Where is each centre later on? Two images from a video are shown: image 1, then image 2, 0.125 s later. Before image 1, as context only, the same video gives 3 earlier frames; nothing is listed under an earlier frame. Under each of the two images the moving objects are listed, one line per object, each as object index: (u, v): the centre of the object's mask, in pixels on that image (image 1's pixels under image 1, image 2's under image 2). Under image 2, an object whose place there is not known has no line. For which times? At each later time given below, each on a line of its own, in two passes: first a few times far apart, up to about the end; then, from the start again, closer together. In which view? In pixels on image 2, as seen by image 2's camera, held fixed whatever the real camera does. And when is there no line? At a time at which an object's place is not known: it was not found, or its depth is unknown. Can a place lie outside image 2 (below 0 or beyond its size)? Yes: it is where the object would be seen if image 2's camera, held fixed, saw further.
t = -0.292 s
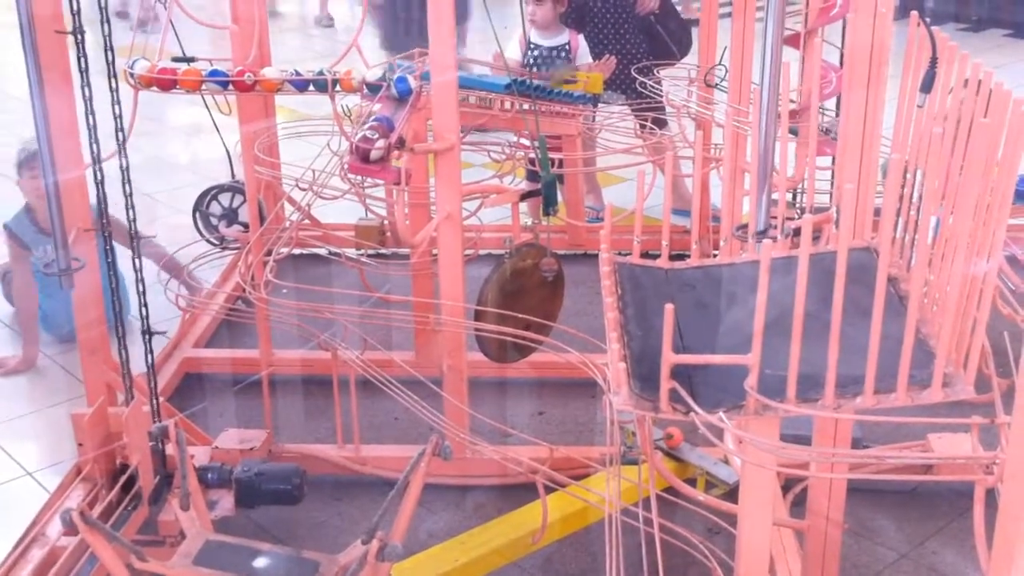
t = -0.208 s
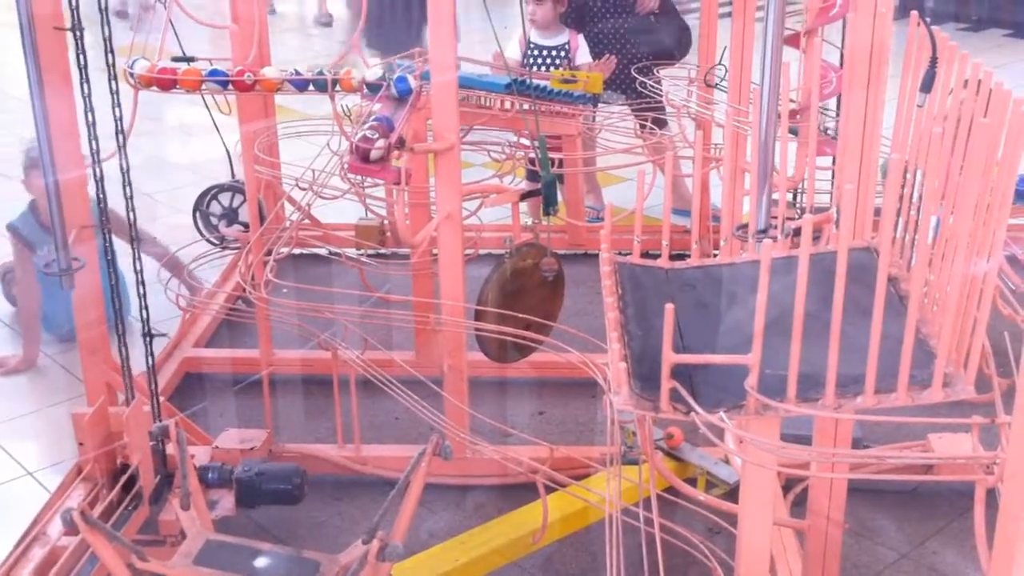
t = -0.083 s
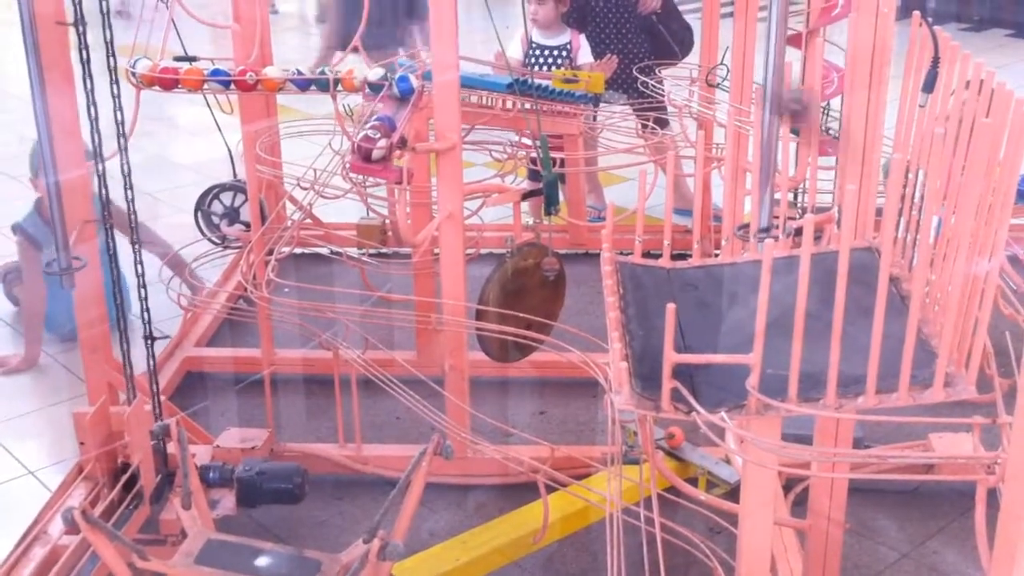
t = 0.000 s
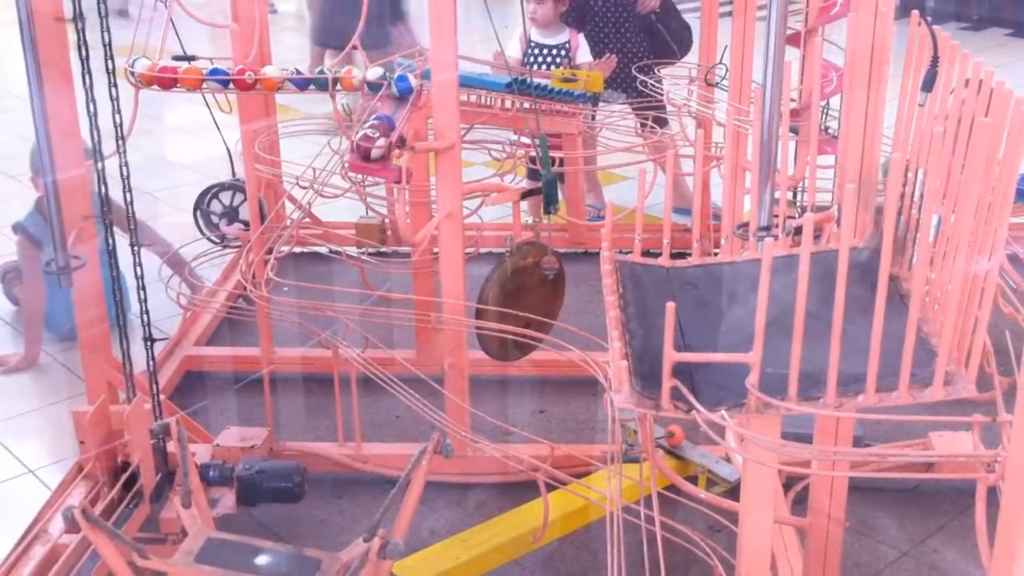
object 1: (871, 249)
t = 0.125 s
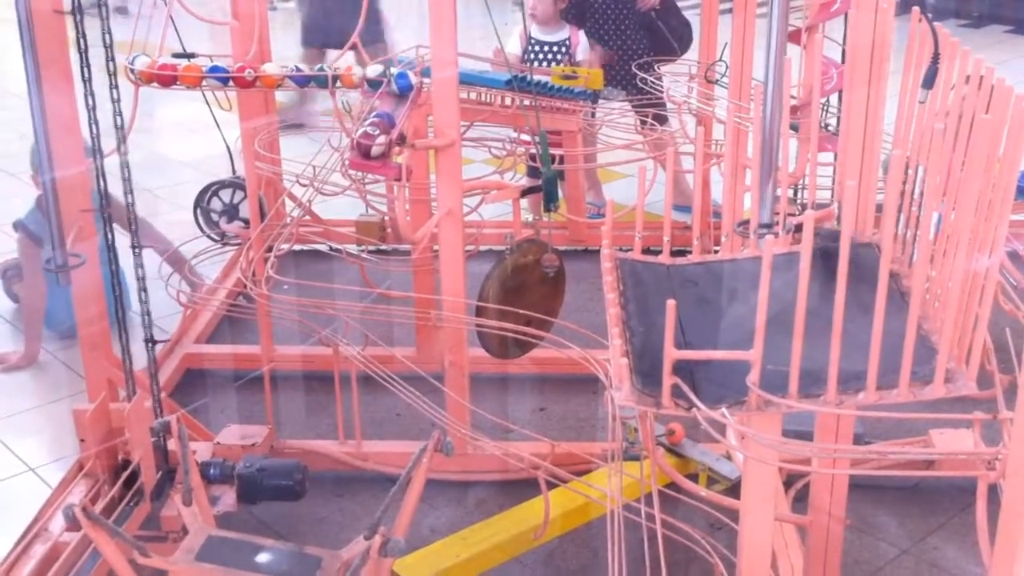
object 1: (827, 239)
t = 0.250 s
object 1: (777, 242)
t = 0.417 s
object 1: (690, 246)
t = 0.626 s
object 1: (639, 252)
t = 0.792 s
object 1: (659, 267)
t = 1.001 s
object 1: (716, 295)
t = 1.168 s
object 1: (765, 328)
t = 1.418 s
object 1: (809, 363)
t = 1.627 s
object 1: (821, 360)
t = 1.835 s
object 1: (814, 363)
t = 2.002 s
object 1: (791, 364)
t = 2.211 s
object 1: (768, 370)
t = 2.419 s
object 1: (727, 379)
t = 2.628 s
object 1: (699, 381)
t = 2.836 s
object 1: (710, 379)
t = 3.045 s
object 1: (716, 388)
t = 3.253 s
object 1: (730, 400)
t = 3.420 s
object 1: (745, 415)
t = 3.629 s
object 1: (787, 432)
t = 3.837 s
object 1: (847, 437)
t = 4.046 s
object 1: (907, 439)
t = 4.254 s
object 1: (973, 438)
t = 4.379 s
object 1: (997, 431)
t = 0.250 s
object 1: (777, 242)
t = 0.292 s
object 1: (749, 241)
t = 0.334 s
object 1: (732, 241)
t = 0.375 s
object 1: (710, 247)
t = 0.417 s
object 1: (690, 246)
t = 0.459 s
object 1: (668, 246)
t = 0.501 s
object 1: (646, 246)
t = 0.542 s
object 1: (634, 245)
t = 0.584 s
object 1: (638, 249)
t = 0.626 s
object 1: (639, 252)
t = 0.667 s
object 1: (642, 255)
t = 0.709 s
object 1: (646, 258)
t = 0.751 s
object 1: (652, 263)
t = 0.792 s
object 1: (659, 267)
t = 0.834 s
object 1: (669, 273)
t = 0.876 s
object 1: (678, 277)
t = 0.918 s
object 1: (690, 282)
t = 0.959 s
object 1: (702, 287)
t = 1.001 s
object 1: (716, 295)
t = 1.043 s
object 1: (727, 303)
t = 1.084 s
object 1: (736, 308)
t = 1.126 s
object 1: (740, 317)
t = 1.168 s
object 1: (765, 328)
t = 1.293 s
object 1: (788, 359)
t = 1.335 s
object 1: (791, 363)
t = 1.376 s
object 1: (806, 364)
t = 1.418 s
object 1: (809, 363)
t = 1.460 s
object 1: (814, 363)
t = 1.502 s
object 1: (815, 362)
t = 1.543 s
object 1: (816, 360)
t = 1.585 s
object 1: (816, 360)
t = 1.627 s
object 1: (821, 360)
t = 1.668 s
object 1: (821, 360)
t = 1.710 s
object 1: (820, 360)
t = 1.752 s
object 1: (815, 361)
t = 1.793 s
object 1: (815, 361)
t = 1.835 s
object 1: (814, 363)
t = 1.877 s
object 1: (808, 364)
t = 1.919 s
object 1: (804, 364)
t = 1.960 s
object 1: (801, 363)
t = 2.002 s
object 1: (791, 364)
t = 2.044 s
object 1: (787, 365)
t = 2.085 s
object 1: (777, 367)
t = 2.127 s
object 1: (776, 369)
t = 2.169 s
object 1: (775, 370)
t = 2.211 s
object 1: (768, 370)
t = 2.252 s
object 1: (761, 368)
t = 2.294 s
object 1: (751, 369)
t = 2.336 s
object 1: (742, 368)
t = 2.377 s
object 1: (733, 371)
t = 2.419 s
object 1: (727, 379)
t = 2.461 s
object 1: (721, 379)
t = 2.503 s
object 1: (712, 379)
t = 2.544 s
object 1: (706, 379)
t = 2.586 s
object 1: (702, 379)
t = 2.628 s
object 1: (699, 381)
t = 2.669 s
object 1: (705, 378)
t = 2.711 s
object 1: (706, 379)
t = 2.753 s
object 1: (707, 379)
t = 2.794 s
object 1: (709, 379)
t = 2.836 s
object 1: (710, 379)
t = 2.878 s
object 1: (711, 379)
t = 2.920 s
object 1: (716, 382)
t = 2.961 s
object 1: (717, 384)
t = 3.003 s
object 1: (717, 386)
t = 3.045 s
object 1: (716, 388)
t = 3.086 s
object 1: (719, 390)
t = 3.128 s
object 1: (720, 390)
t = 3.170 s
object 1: (721, 391)
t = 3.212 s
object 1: (727, 398)
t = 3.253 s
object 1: (730, 400)
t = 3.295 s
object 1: (733, 402)
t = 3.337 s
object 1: (740, 405)
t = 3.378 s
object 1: (740, 412)
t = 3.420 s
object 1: (745, 415)
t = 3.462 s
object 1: (750, 419)
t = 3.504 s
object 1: (759, 423)
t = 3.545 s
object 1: (767, 426)
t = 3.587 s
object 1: (774, 429)
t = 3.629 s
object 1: (787, 432)
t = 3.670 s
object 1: (797, 434)
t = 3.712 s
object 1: (808, 435)
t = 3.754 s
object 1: (816, 434)
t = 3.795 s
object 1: (830, 437)
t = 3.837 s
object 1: (847, 437)
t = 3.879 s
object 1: (857, 437)
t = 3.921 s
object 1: (868, 438)
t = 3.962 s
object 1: (880, 438)
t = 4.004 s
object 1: (895, 437)
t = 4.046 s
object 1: (907, 439)
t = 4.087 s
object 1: (919, 439)
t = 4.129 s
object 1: (932, 439)
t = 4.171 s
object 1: (946, 437)
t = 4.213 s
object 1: (961, 439)
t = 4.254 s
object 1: (973, 438)
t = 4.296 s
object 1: (983, 437)
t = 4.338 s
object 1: (991, 437)
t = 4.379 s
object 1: (997, 431)
